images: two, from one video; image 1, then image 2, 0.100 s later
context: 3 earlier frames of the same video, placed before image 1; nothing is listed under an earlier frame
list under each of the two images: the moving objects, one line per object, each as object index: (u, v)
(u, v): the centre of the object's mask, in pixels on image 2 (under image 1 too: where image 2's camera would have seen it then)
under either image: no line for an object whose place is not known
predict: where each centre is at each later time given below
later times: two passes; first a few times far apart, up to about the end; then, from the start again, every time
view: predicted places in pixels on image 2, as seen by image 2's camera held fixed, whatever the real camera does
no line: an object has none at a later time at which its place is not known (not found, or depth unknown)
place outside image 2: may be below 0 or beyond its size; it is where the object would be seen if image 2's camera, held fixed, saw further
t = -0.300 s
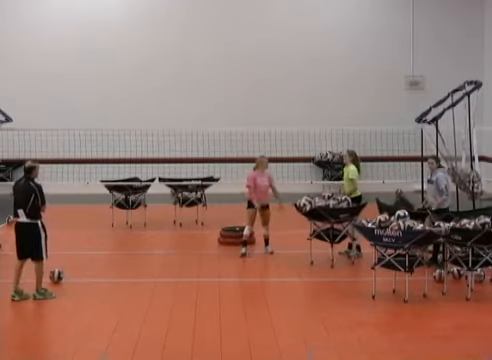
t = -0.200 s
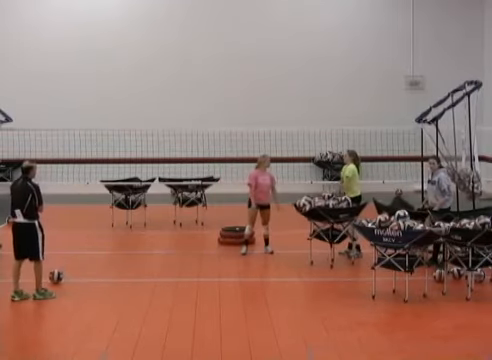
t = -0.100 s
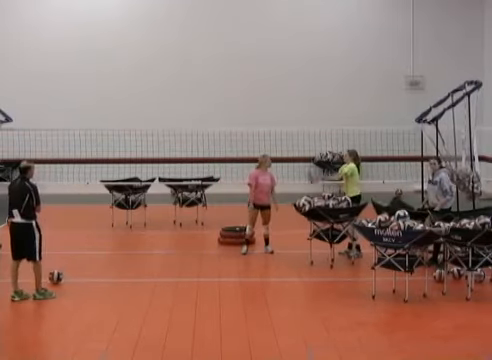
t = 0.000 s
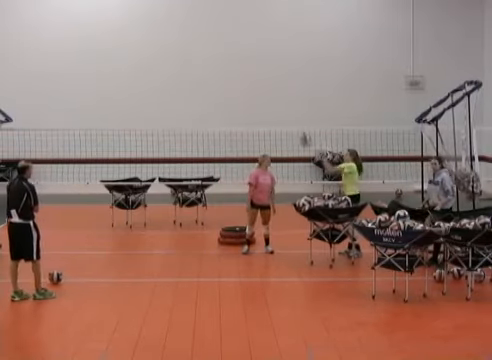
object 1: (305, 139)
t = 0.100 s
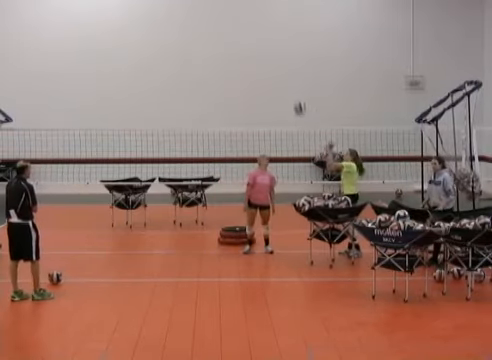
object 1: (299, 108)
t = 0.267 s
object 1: (290, 70)
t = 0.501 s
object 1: (276, 40)
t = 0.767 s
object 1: (261, 44)
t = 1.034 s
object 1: (246, 87)
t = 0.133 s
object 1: (298, 99)
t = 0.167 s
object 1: (296, 90)
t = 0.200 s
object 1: (294, 83)
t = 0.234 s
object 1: (292, 76)
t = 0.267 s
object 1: (290, 70)
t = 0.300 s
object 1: (288, 63)
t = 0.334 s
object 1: (286, 58)
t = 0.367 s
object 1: (284, 53)
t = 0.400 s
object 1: (282, 49)
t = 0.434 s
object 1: (280, 45)
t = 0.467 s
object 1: (278, 43)
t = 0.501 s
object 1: (276, 40)
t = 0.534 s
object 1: (274, 39)
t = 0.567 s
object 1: (272, 37)
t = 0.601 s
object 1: (270, 37)
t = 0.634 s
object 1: (268, 37)
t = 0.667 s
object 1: (266, 38)
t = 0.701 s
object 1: (265, 39)
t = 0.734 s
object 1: (263, 41)
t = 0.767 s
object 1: (261, 44)
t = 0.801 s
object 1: (259, 48)
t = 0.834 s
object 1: (257, 51)
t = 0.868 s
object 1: (255, 56)
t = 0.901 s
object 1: (253, 61)
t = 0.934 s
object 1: (252, 67)
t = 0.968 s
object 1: (250, 73)
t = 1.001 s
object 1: (248, 80)
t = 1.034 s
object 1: (246, 87)
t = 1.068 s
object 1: (244, 96)
